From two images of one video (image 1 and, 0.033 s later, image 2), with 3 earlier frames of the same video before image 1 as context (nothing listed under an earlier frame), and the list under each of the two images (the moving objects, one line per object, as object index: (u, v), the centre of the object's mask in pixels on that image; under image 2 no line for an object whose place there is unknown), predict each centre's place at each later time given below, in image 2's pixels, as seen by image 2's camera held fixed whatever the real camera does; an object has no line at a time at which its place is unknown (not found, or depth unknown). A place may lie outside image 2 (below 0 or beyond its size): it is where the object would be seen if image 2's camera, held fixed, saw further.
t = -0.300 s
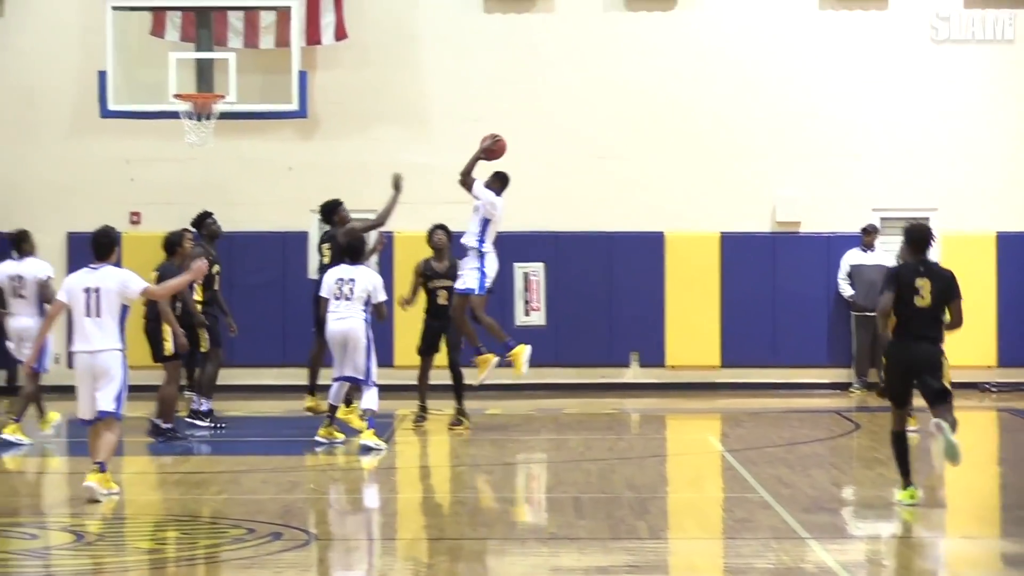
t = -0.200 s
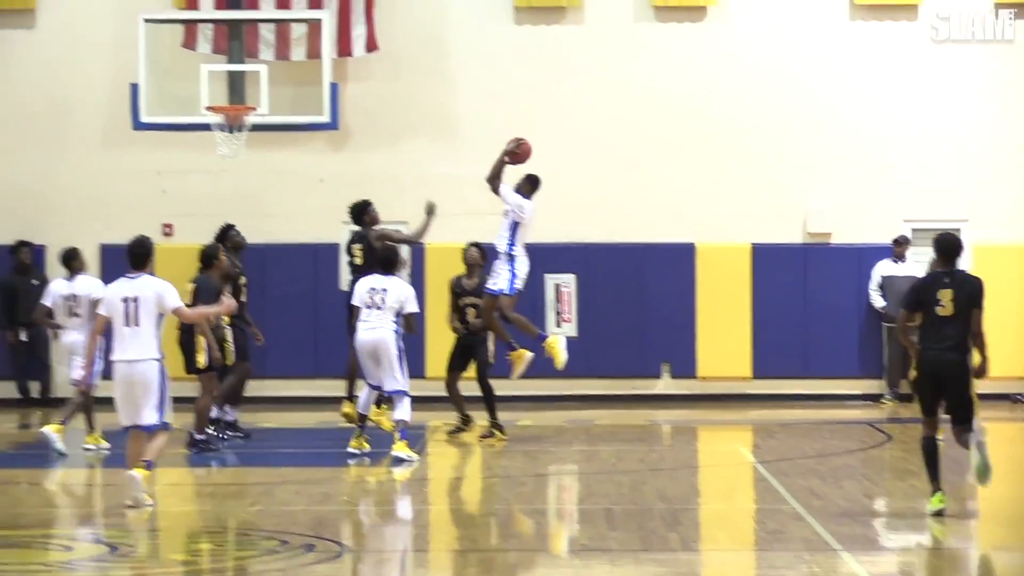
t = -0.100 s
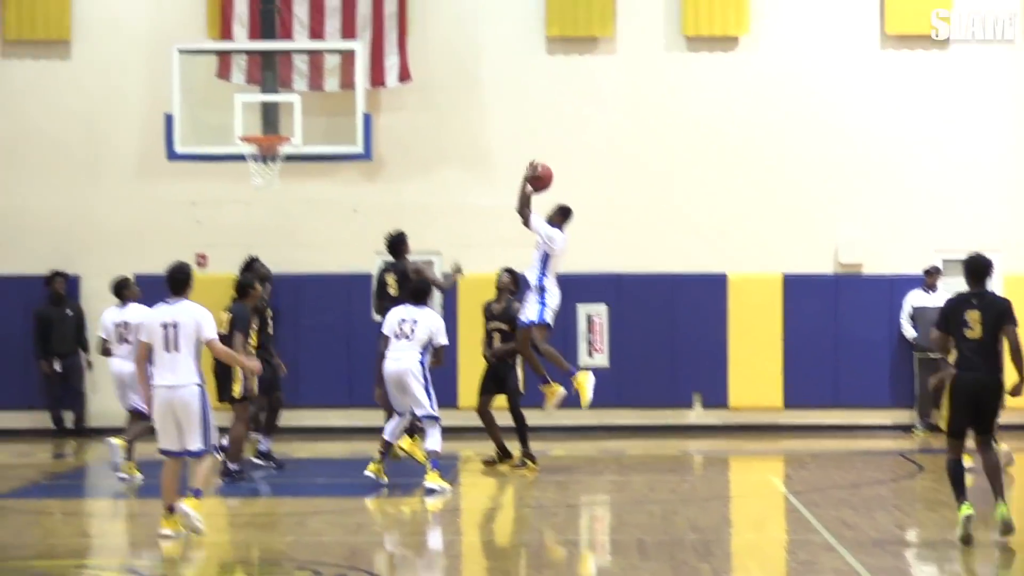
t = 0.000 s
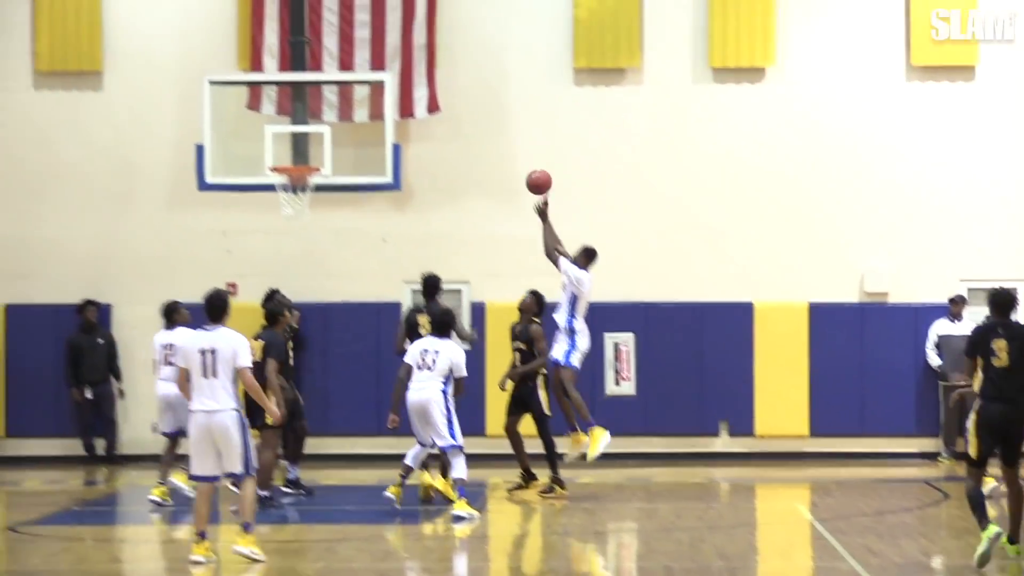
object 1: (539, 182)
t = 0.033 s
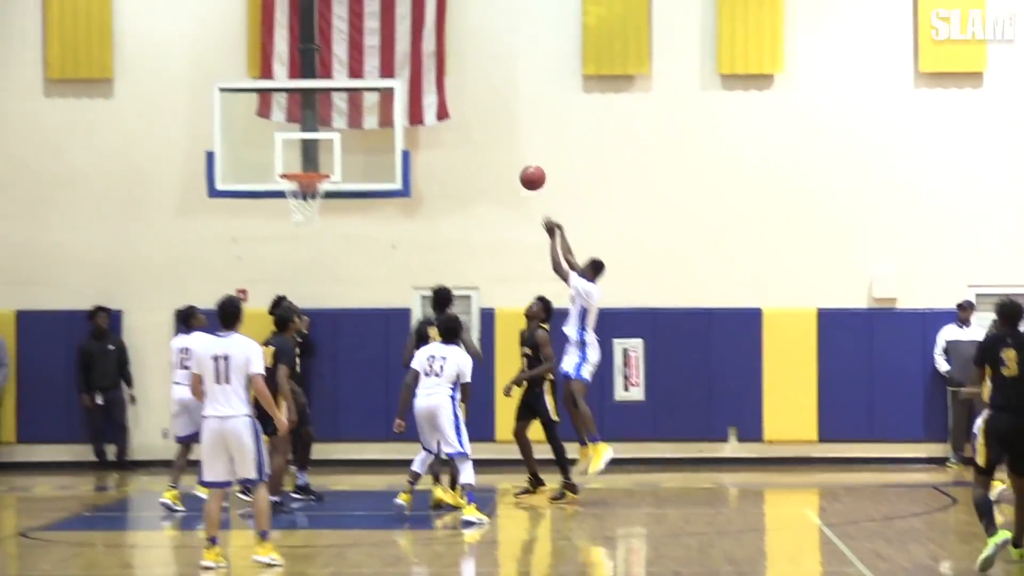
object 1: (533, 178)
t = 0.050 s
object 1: (524, 172)
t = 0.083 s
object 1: (508, 162)
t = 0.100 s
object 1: (500, 158)
